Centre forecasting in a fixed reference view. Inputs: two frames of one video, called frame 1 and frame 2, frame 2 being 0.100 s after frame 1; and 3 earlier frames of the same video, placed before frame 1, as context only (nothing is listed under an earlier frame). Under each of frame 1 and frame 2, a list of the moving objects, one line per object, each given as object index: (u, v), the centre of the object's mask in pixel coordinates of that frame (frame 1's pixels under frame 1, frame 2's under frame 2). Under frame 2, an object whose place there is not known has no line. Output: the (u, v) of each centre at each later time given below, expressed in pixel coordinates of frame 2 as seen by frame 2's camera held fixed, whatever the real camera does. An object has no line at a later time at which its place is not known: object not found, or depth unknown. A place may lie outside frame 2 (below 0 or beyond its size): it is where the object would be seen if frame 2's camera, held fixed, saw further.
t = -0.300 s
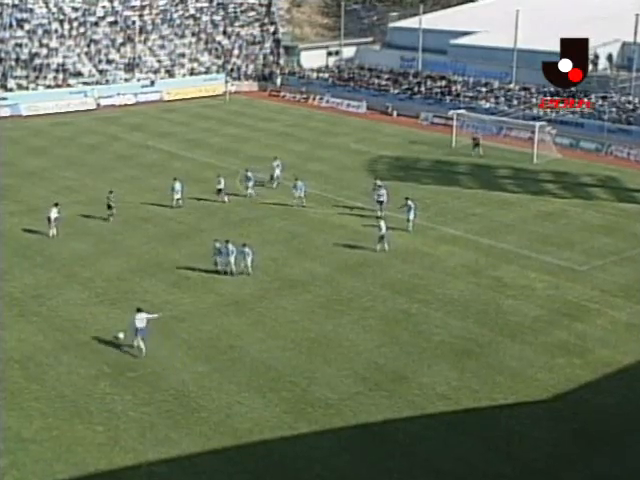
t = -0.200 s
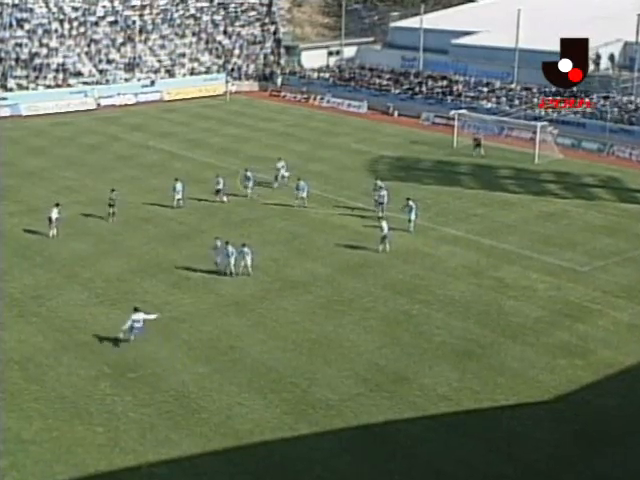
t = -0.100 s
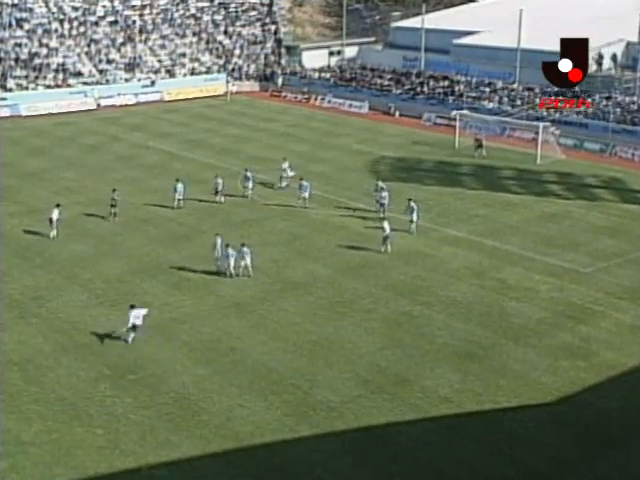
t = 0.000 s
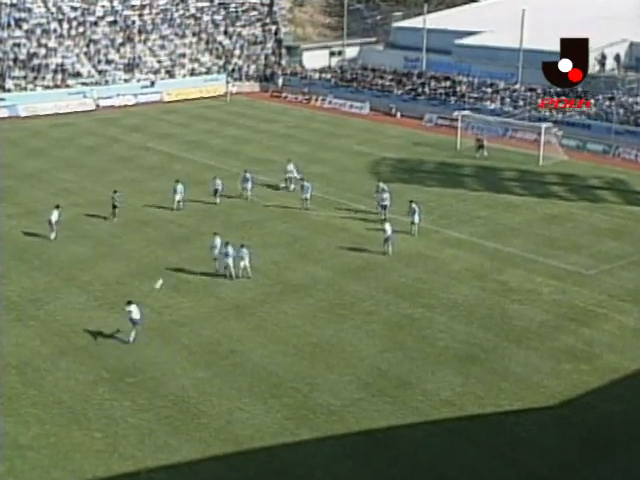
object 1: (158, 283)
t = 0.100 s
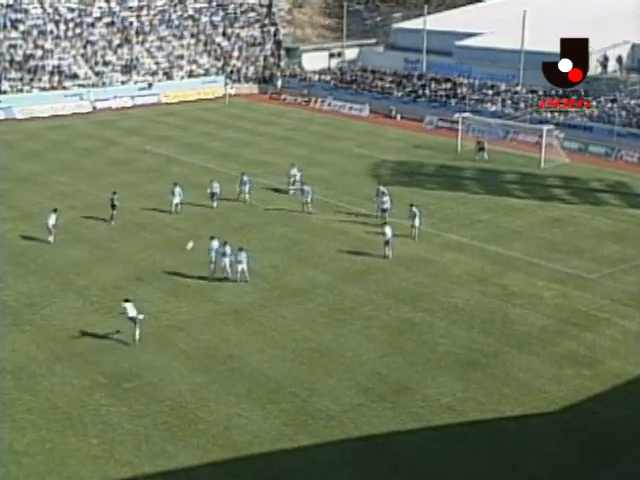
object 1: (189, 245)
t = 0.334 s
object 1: (258, 176)
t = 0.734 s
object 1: (349, 120)
